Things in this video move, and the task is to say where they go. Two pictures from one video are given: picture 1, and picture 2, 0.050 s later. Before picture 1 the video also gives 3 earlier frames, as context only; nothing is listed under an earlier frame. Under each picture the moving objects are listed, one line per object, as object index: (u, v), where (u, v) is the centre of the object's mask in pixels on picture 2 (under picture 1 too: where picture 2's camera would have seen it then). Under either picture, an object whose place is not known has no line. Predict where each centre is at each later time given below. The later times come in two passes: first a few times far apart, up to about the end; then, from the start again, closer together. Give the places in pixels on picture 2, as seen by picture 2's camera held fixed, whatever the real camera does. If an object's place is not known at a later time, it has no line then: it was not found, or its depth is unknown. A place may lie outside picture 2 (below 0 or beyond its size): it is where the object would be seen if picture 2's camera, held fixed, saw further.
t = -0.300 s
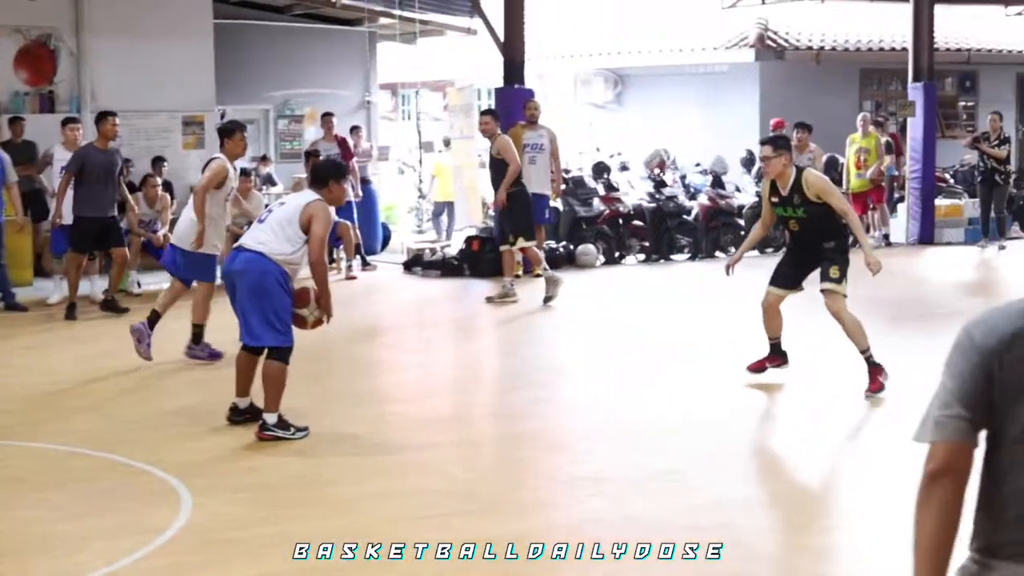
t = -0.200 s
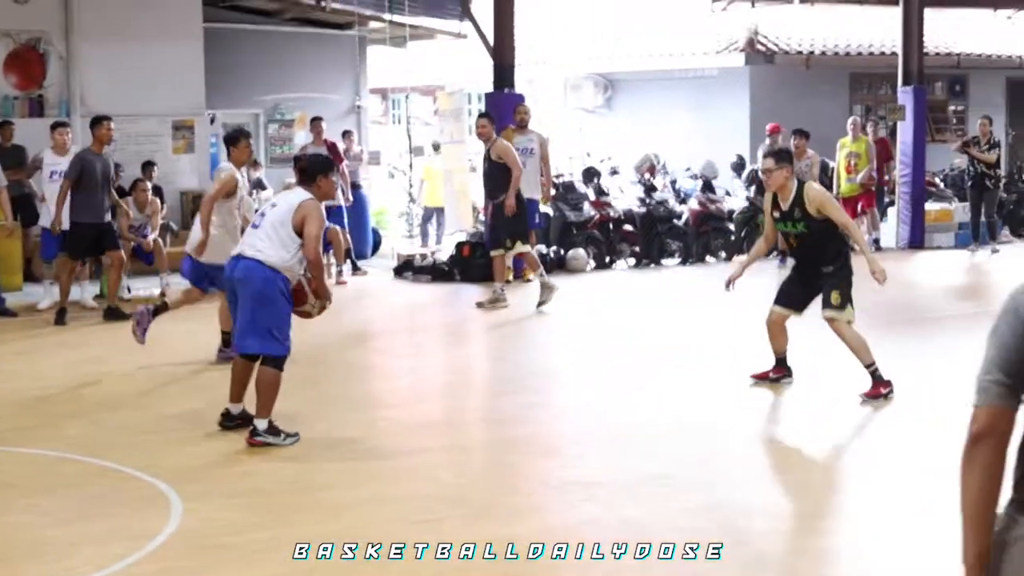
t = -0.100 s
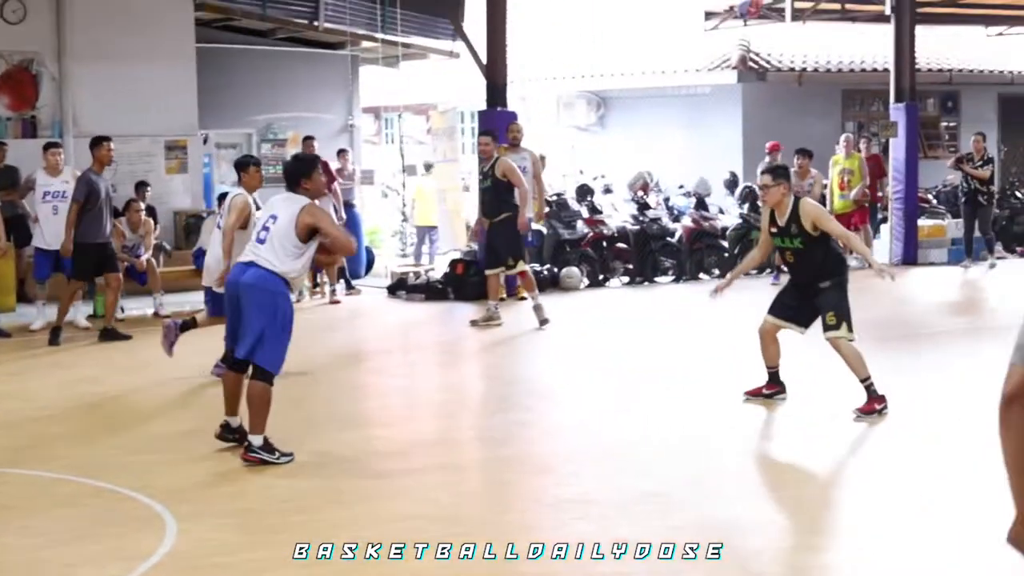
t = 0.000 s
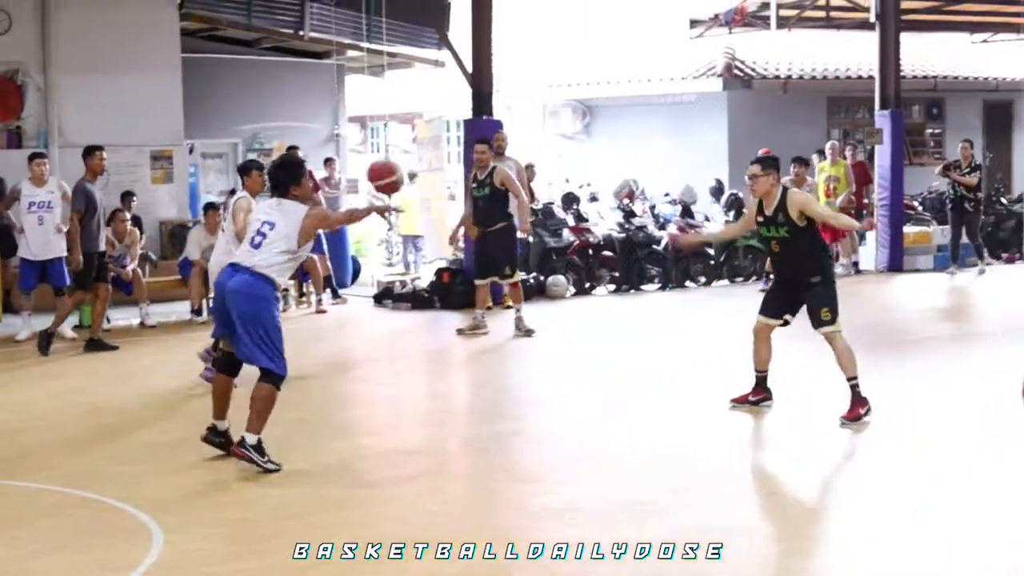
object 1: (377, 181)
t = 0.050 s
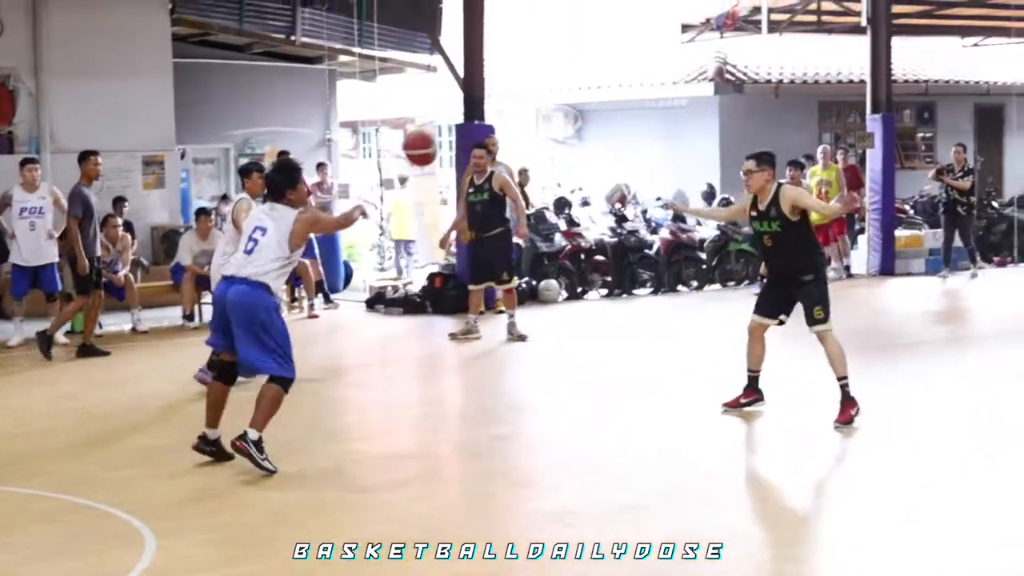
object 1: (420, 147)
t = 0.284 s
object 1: (578, 58)
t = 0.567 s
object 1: (709, 54)
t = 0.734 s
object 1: (767, 85)
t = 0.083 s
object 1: (446, 128)
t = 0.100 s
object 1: (460, 119)
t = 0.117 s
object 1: (471, 108)
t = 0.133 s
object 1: (482, 104)
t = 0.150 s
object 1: (494, 96)
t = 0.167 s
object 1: (506, 90)
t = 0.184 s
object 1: (517, 84)
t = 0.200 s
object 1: (528, 78)
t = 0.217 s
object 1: (538, 74)
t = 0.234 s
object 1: (549, 69)
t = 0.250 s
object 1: (559, 65)
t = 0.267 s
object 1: (568, 62)
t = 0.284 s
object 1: (578, 58)
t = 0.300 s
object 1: (587, 55)
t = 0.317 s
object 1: (596, 53)
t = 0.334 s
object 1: (605, 50)
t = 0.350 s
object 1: (614, 48)
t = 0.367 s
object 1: (622, 47)
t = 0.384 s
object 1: (630, 46)
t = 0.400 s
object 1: (638, 46)
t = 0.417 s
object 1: (645, 45)
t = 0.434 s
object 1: (653, 45)
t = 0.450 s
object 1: (661, 45)
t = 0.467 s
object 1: (668, 46)
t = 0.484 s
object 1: (675, 47)
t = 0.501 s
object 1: (683, 47)
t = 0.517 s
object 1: (689, 49)
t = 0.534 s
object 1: (695, 50)
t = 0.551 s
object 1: (702, 52)
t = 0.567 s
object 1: (709, 54)
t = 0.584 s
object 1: (714, 57)
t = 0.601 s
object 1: (720, 59)
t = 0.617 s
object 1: (726, 62)
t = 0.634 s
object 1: (732, 64)
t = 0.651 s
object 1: (737, 68)
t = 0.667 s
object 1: (743, 71)
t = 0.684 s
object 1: (749, 74)
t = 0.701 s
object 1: (755, 79)
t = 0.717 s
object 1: (760, 82)
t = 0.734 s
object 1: (767, 85)
